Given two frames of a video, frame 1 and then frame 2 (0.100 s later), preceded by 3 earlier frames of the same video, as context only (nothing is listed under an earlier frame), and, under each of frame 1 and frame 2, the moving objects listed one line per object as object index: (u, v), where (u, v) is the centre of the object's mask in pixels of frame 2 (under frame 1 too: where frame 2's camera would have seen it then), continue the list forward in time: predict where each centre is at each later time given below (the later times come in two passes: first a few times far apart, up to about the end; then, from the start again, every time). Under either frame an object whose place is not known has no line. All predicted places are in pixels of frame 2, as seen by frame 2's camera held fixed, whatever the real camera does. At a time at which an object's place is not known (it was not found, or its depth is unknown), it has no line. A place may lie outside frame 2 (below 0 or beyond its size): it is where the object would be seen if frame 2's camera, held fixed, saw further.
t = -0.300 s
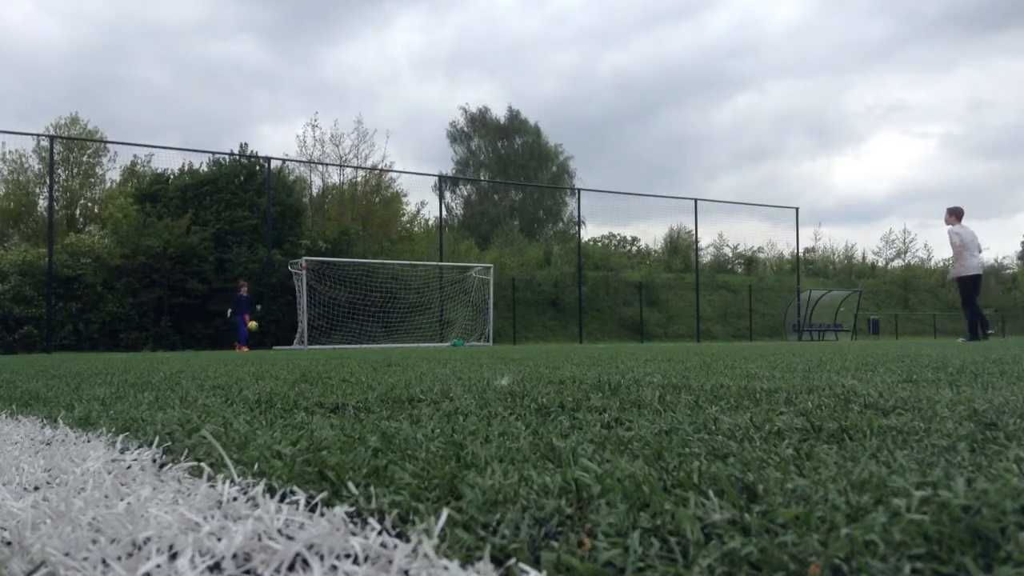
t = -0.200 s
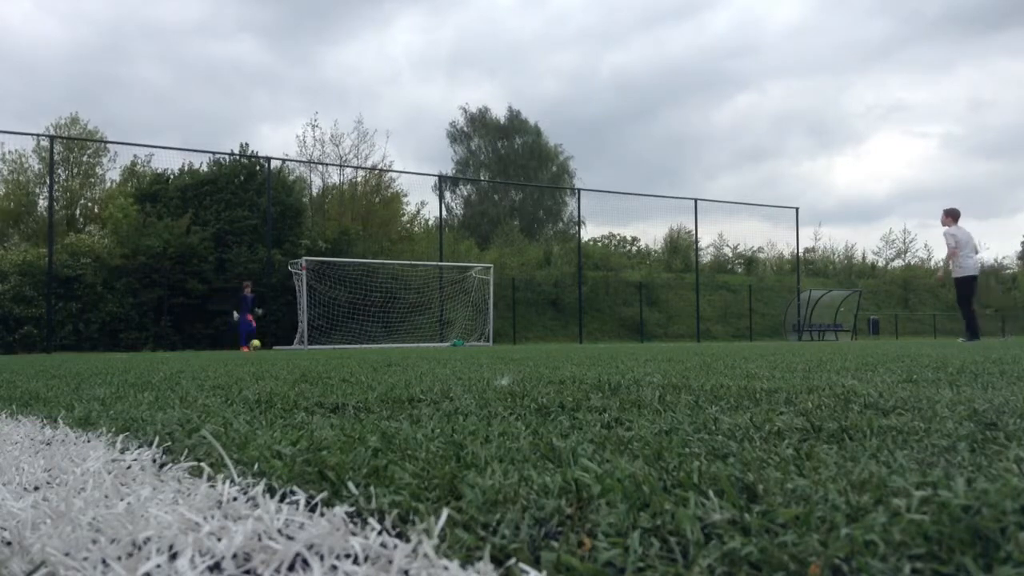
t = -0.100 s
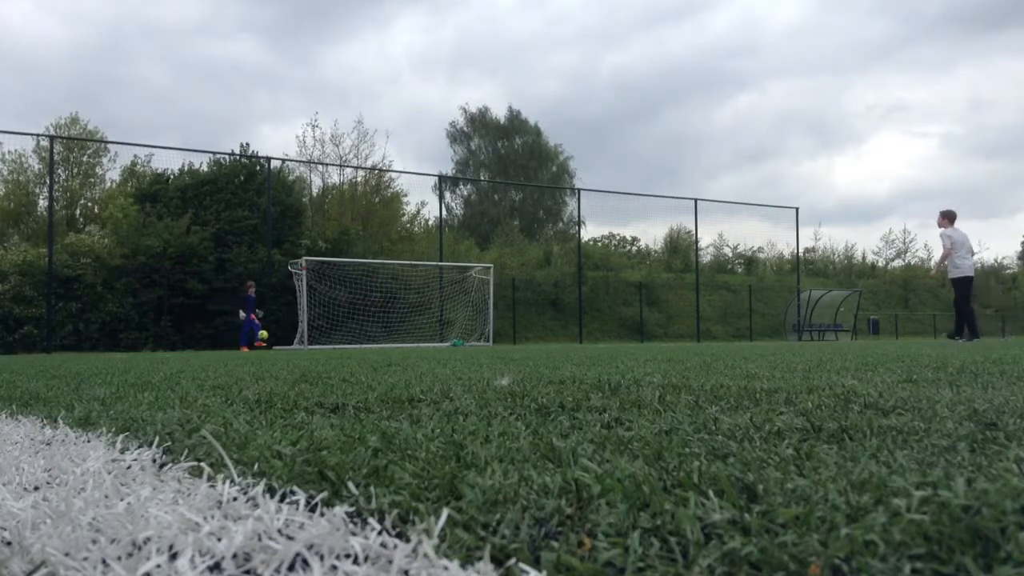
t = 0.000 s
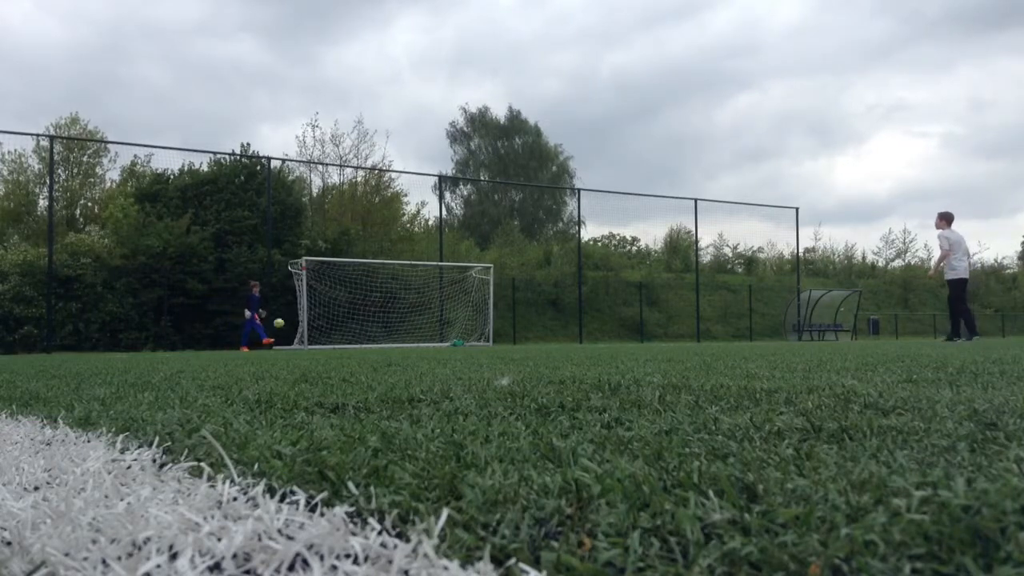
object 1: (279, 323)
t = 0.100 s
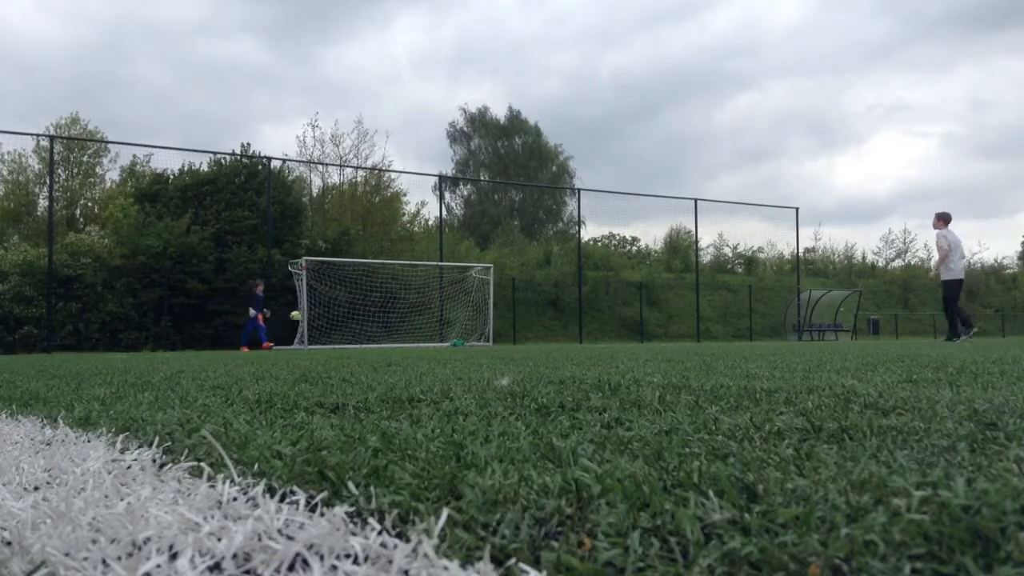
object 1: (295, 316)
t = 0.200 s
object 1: (313, 313)
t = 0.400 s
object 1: (351, 320)
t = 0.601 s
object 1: (389, 340)
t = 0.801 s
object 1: (409, 321)
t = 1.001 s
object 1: (431, 324)
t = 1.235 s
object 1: (456, 333)
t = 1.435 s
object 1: (474, 326)
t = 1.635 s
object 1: (494, 340)
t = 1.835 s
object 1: (513, 330)
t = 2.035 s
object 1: (534, 337)
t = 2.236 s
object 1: (555, 338)
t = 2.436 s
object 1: (576, 337)
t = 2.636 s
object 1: (597, 338)
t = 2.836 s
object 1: (620, 338)
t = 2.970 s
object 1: (634, 338)
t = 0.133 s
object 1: (300, 314)
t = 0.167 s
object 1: (309, 313)
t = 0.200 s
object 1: (313, 313)
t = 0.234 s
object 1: (319, 313)
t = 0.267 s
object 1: (325, 313)
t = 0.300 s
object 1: (332, 314)
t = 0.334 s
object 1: (338, 315)
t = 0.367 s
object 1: (344, 317)
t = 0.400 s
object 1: (351, 320)
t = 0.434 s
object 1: (357, 323)
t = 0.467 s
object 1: (364, 327)
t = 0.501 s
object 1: (371, 330)
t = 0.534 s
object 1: (378, 337)
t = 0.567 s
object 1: (385, 342)
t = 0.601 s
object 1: (389, 340)
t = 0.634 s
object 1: (393, 336)
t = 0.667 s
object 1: (396, 332)
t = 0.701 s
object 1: (399, 328)
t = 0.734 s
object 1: (403, 326)
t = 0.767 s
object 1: (406, 323)
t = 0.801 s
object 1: (409, 321)
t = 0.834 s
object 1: (413, 320)
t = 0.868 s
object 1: (416, 320)
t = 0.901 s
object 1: (420, 320)
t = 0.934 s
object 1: (424, 321)
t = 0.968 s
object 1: (428, 322)
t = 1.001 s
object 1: (431, 324)
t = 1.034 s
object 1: (435, 327)
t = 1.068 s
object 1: (439, 330)
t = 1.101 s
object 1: (442, 334)
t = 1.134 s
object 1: (446, 339)
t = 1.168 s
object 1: (450, 340)
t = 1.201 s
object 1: (453, 337)
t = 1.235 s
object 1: (456, 333)
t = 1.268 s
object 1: (459, 330)
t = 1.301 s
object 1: (462, 328)
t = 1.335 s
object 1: (466, 327)
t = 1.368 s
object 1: (468, 325)
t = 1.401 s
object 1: (471, 325)
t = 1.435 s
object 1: (474, 326)
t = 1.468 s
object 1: (478, 326)
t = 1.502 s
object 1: (480, 328)
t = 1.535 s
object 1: (484, 330)
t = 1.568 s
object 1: (487, 334)
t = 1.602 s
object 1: (491, 337)
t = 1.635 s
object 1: (494, 340)
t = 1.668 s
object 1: (498, 337)
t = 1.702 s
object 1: (500, 335)
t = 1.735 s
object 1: (504, 332)
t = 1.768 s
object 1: (506, 332)
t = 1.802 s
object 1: (510, 331)
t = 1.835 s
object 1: (513, 330)
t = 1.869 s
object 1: (517, 331)
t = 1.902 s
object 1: (520, 333)
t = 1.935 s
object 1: (523, 334)
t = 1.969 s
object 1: (527, 338)
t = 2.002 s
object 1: (531, 339)
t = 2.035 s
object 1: (534, 337)
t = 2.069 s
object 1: (537, 336)
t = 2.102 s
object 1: (541, 335)
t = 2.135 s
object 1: (544, 334)
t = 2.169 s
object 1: (548, 335)
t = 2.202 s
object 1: (551, 336)
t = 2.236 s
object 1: (555, 338)
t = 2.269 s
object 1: (559, 338)
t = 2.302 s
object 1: (562, 337)
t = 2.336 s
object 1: (565, 336)
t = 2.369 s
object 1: (569, 336)
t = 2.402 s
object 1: (573, 336)
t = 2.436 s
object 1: (576, 337)
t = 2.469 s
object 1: (580, 338)
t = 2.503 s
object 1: (584, 338)
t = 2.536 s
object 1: (587, 338)
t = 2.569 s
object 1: (591, 338)
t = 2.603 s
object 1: (594, 338)
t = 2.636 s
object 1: (597, 338)
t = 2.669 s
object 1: (601, 338)
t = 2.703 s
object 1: (605, 338)
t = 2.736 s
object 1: (608, 338)
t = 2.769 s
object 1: (612, 338)
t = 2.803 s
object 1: (616, 337)
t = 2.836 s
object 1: (620, 338)
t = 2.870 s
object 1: (624, 337)
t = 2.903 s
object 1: (627, 337)
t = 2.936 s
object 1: (631, 337)
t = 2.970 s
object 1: (634, 338)
